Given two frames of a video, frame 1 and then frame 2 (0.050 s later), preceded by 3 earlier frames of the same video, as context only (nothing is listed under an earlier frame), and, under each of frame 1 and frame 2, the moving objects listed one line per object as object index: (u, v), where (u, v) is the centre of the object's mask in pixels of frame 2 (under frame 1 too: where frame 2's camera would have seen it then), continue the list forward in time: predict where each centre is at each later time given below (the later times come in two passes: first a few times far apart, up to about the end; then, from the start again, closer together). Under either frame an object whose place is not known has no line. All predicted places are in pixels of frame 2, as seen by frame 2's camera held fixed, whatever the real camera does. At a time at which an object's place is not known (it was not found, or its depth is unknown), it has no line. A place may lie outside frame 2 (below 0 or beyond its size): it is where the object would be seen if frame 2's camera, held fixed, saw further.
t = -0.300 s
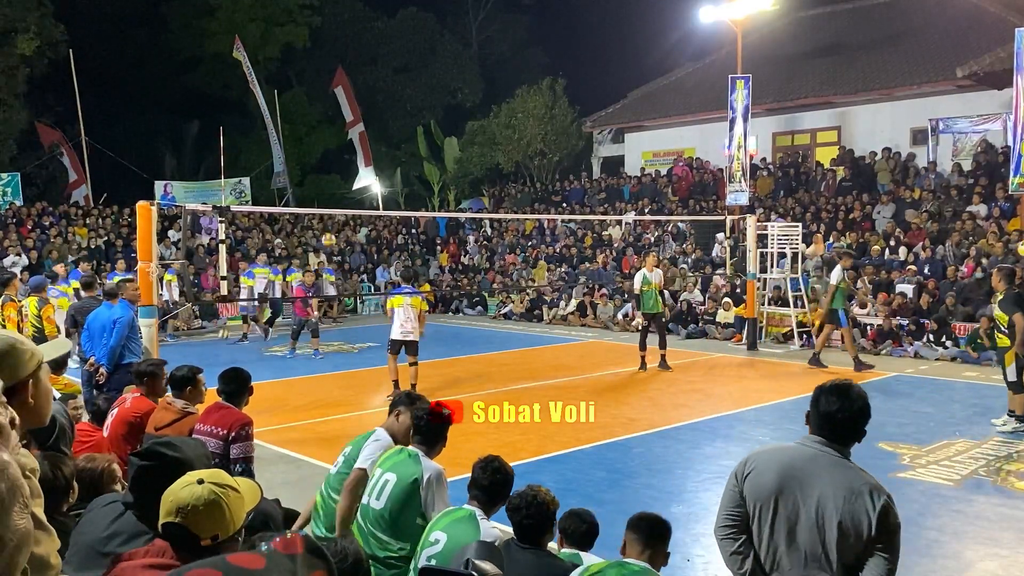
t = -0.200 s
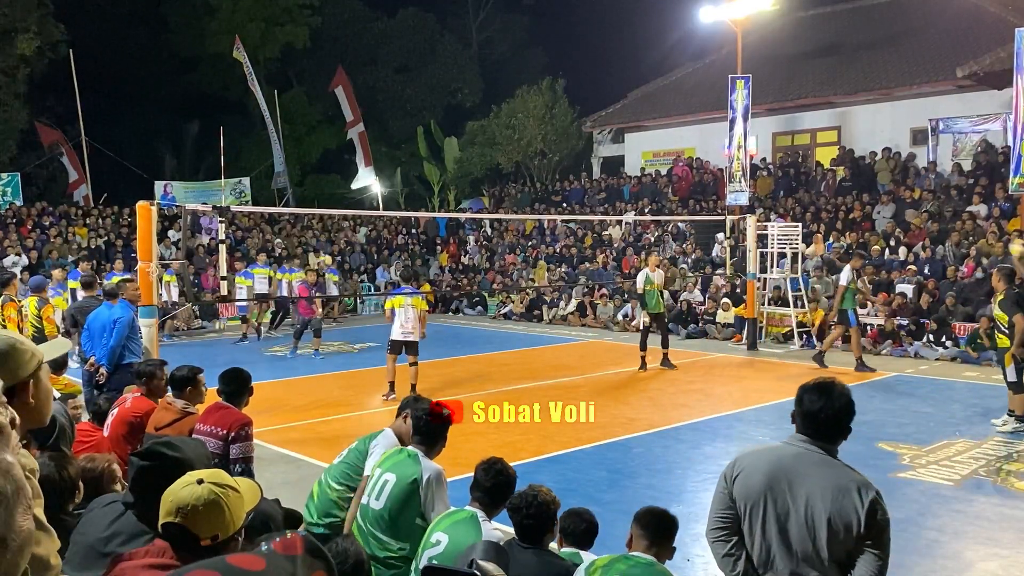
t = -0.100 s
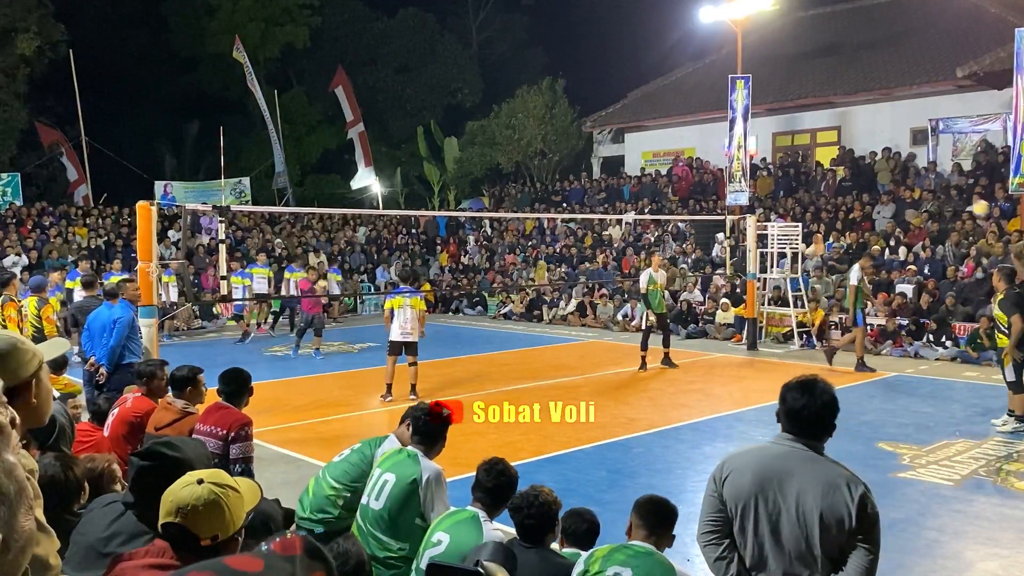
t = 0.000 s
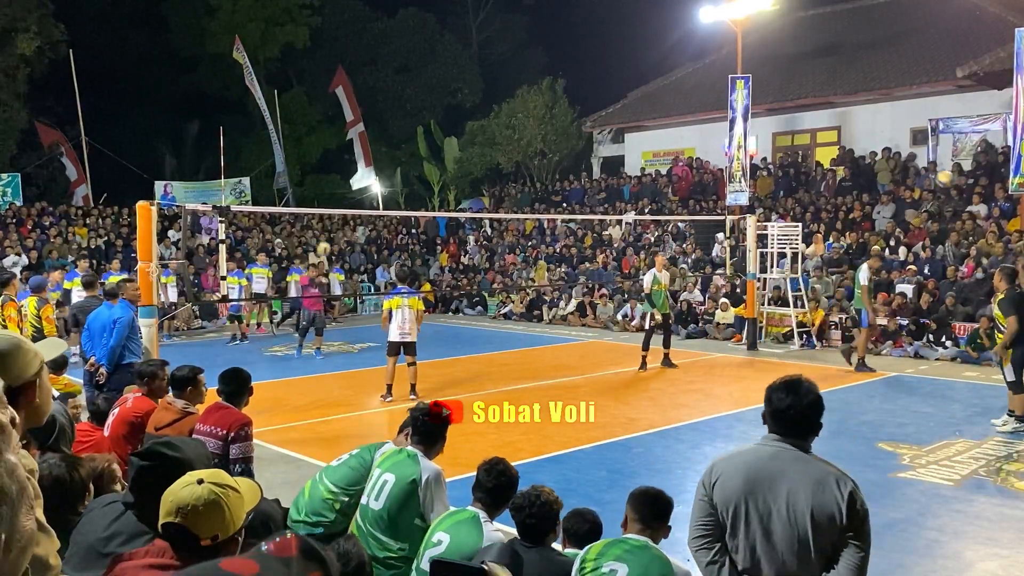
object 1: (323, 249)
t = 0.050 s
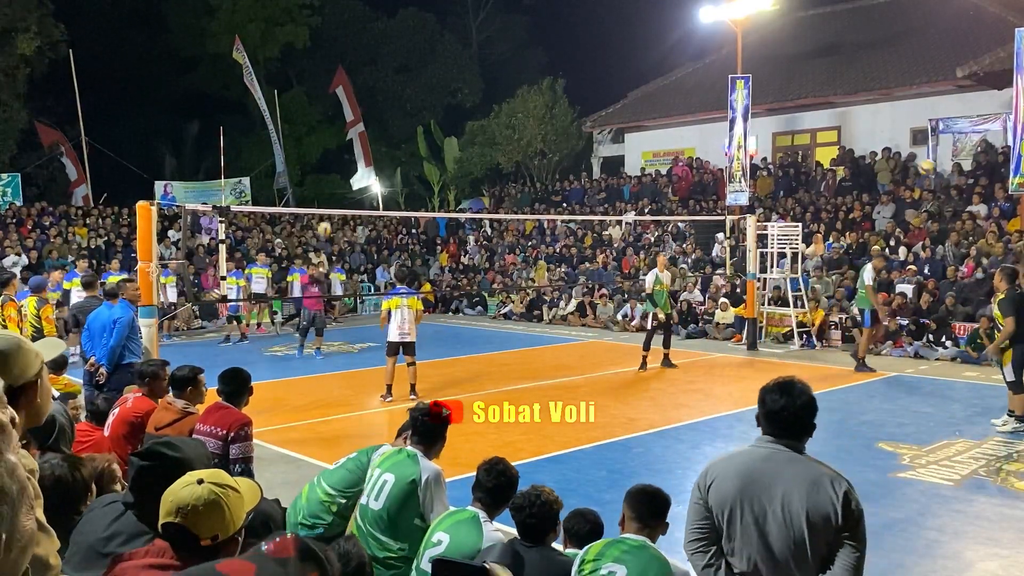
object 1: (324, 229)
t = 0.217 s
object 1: (327, 172)
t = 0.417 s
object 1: (331, 124)
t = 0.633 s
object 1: (336, 99)
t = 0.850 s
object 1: (341, 106)
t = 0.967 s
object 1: (345, 125)
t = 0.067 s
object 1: (324, 223)
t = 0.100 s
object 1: (325, 206)
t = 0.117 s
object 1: (325, 203)
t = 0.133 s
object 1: (326, 199)
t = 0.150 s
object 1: (326, 193)
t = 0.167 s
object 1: (326, 187)
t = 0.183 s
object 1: (326, 182)
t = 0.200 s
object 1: (327, 177)
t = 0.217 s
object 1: (327, 172)
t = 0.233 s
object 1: (327, 167)
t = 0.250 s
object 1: (327, 162)
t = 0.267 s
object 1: (328, 157)
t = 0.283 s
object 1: (328, 153)
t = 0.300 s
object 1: (328, 149)
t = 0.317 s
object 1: (329, 145)
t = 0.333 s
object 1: (329, 141)
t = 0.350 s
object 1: (329, 137)
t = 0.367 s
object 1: (330, 133)
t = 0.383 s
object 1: (330, 130)
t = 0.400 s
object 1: (330, 126)
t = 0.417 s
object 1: (331, 124)
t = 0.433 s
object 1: (331, 121)
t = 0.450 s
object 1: (332, 118)
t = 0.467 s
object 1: (332, 115)
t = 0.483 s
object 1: (332, 113)
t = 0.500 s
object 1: (333, 111)
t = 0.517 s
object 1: (333, 109)
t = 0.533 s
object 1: (333, 107)
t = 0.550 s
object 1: (334, 105)
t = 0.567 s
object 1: (334, 103)
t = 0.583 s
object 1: (335, 102)
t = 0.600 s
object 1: (335, 101)
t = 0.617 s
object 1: (335, 100)
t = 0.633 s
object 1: (336, 99)
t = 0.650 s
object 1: (336, 98)
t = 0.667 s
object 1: (337, 98)
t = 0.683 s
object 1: (337, 98)
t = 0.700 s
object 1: (337, 98)
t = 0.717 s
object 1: (338, 98)
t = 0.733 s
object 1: (338, 98)
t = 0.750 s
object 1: (339, 99)
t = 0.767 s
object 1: (339, 100)
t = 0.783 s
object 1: (340, 100)
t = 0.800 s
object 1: (340, 102)
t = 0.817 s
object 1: (340, 103)
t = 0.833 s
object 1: (341, 105)
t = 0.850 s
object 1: (341, 106)
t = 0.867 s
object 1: (342, 108)
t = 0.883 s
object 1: (342, 110)
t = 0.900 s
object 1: (343, 113)
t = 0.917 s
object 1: (344, 116)
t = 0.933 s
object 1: (344, 119)
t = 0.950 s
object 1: (344, 122)
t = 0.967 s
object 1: (345, 125)
